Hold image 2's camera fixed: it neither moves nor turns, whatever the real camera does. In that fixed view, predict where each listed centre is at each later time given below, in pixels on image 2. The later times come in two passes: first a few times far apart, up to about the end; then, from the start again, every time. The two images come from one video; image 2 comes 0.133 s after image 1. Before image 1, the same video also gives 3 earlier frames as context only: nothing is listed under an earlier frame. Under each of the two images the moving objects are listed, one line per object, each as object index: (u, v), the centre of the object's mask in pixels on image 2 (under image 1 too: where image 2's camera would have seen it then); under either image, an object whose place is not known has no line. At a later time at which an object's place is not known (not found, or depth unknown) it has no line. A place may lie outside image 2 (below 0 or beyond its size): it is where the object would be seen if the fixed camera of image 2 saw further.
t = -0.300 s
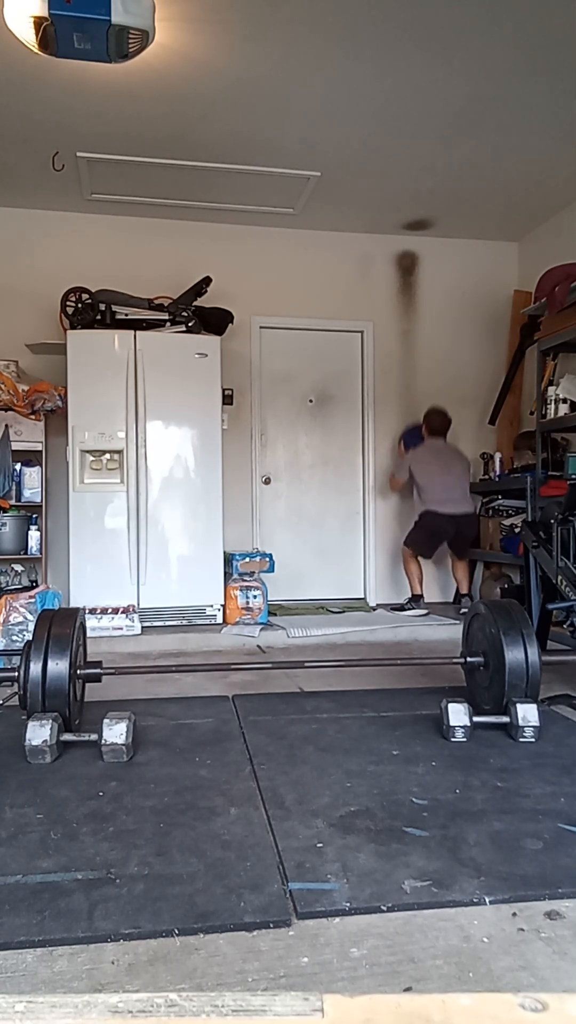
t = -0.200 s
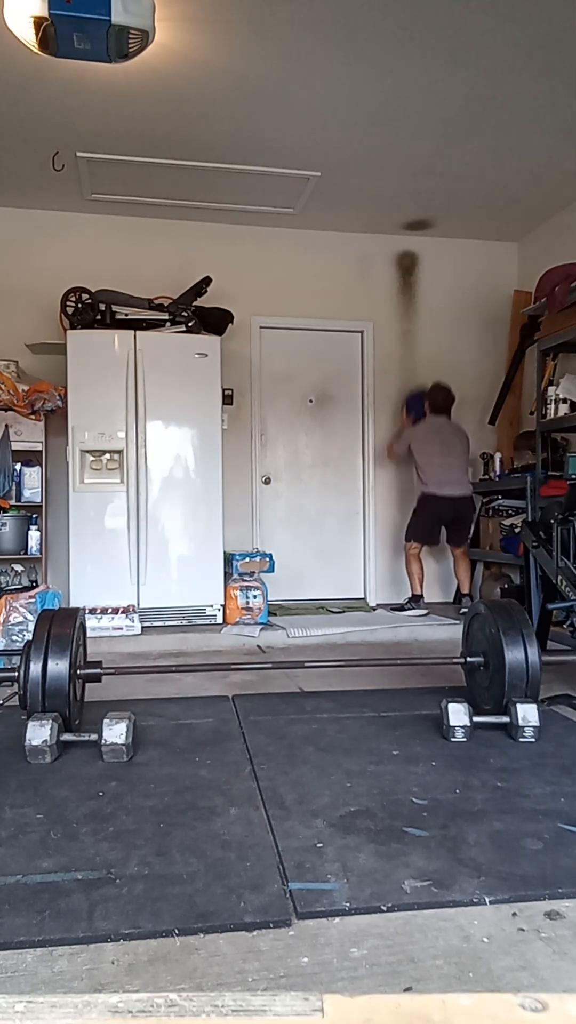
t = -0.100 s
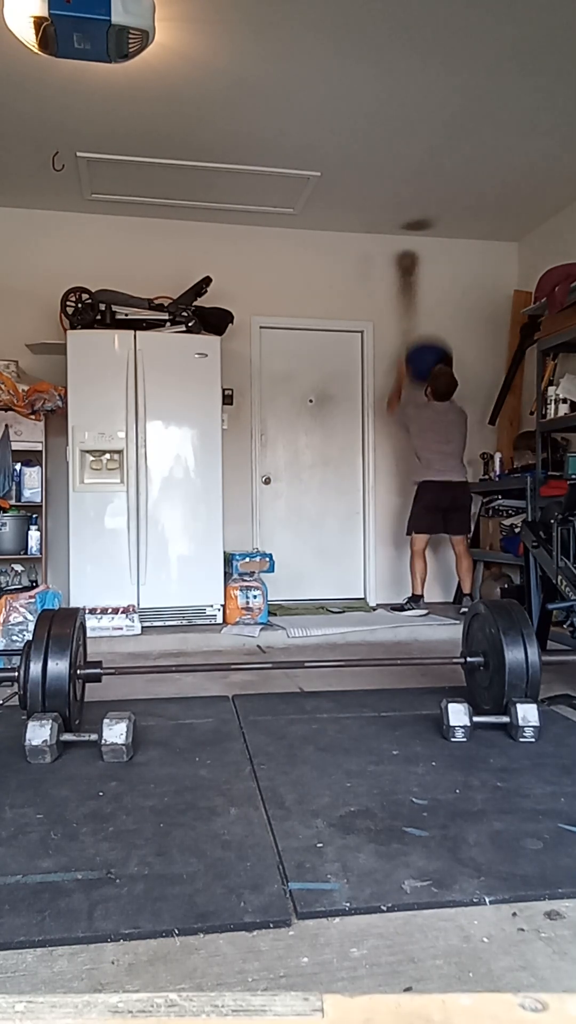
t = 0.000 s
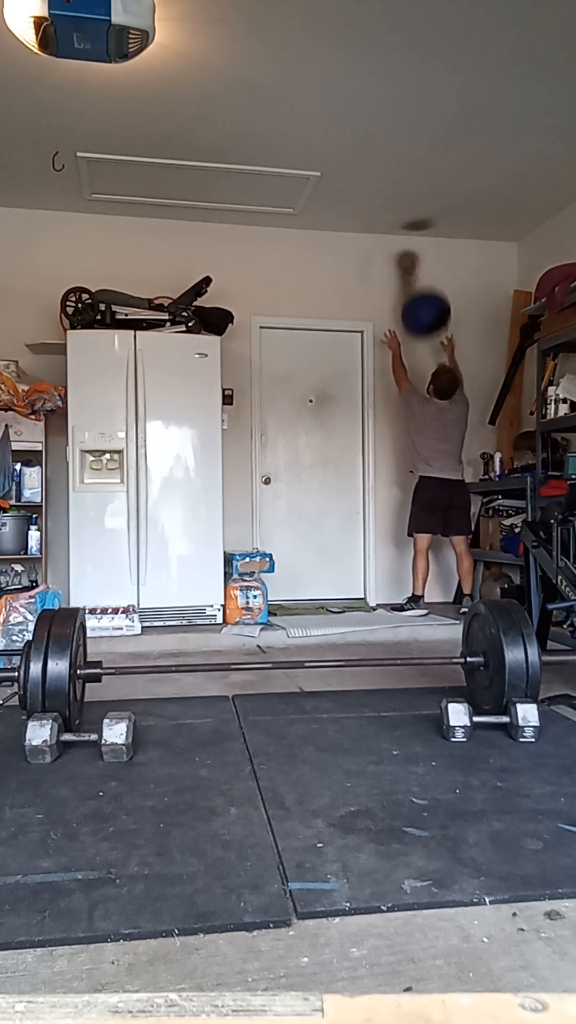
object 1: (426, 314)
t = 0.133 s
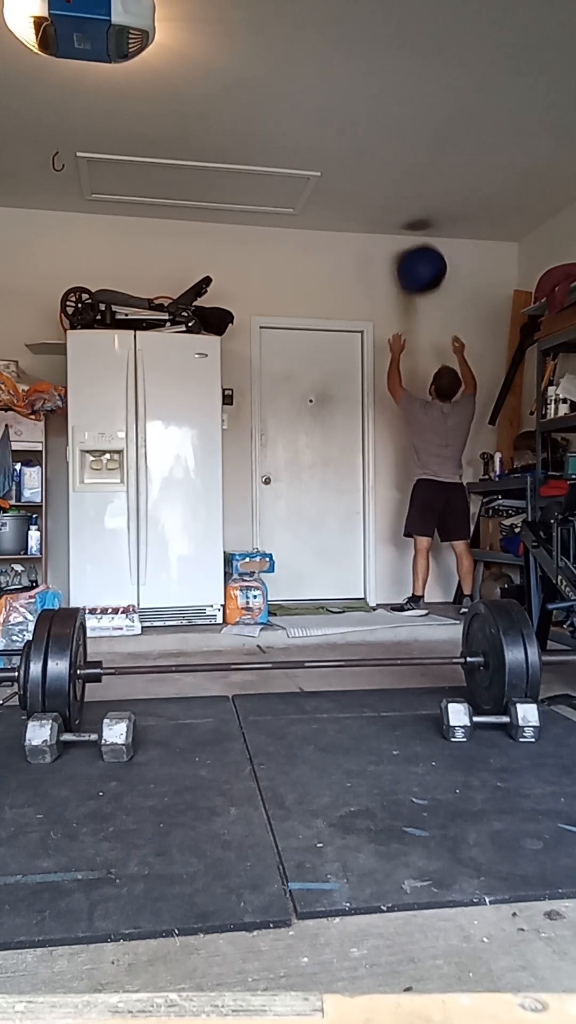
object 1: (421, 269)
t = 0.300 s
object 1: (416, 250)
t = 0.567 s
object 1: (417, 302)
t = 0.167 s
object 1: (420, 263)
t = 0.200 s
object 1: (419, 257)
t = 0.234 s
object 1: (418, 253)
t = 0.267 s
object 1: (417, 250)
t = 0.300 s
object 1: (416, 250)
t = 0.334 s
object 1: (416, 253)
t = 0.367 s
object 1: (416, 256)
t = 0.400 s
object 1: (416, 260)
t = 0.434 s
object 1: (416, 265)
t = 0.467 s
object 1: (416, 272)
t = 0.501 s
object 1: (416, 280)
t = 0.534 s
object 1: (417, 290)
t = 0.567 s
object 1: (417, 302)
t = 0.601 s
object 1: (417, 315)
